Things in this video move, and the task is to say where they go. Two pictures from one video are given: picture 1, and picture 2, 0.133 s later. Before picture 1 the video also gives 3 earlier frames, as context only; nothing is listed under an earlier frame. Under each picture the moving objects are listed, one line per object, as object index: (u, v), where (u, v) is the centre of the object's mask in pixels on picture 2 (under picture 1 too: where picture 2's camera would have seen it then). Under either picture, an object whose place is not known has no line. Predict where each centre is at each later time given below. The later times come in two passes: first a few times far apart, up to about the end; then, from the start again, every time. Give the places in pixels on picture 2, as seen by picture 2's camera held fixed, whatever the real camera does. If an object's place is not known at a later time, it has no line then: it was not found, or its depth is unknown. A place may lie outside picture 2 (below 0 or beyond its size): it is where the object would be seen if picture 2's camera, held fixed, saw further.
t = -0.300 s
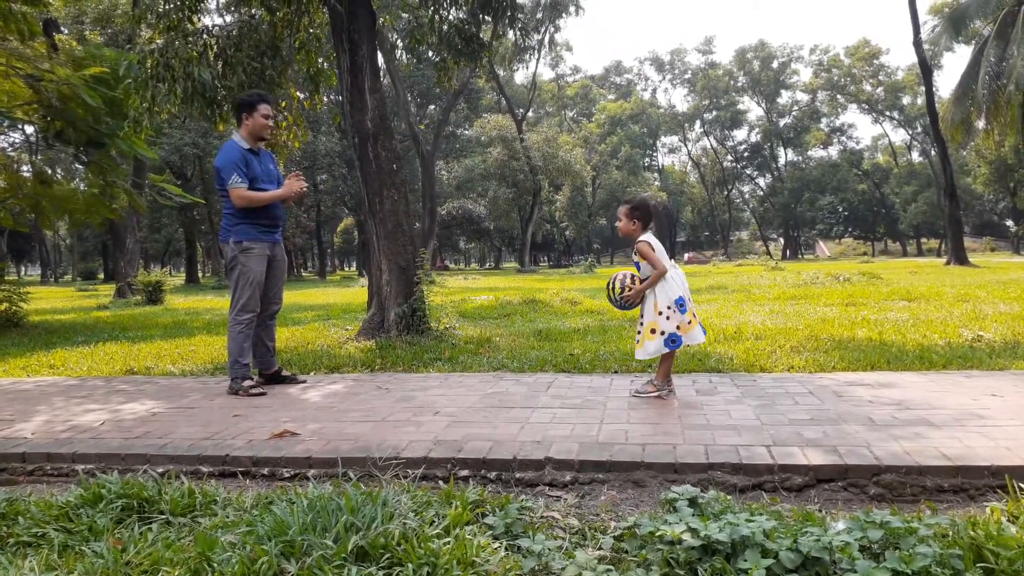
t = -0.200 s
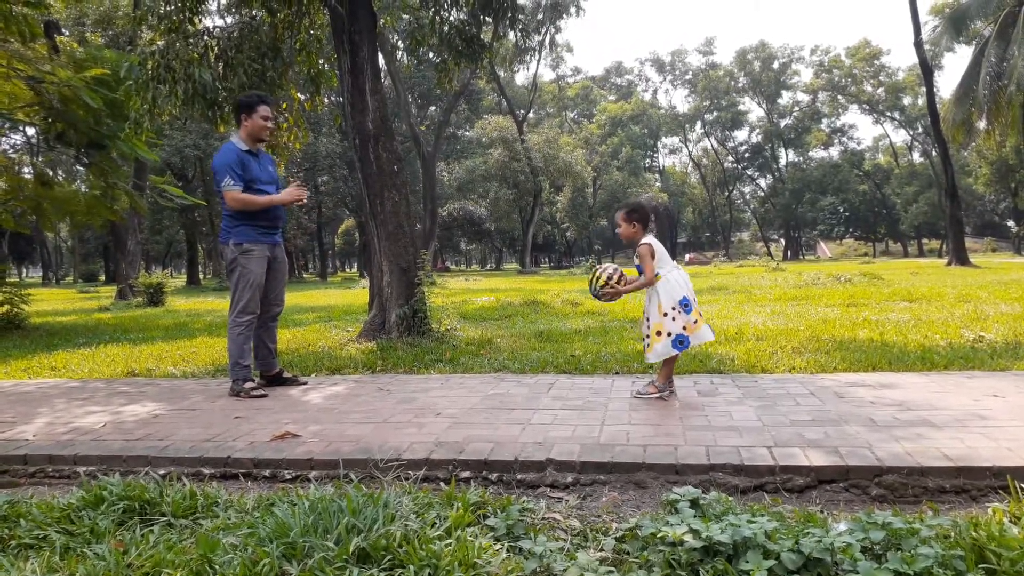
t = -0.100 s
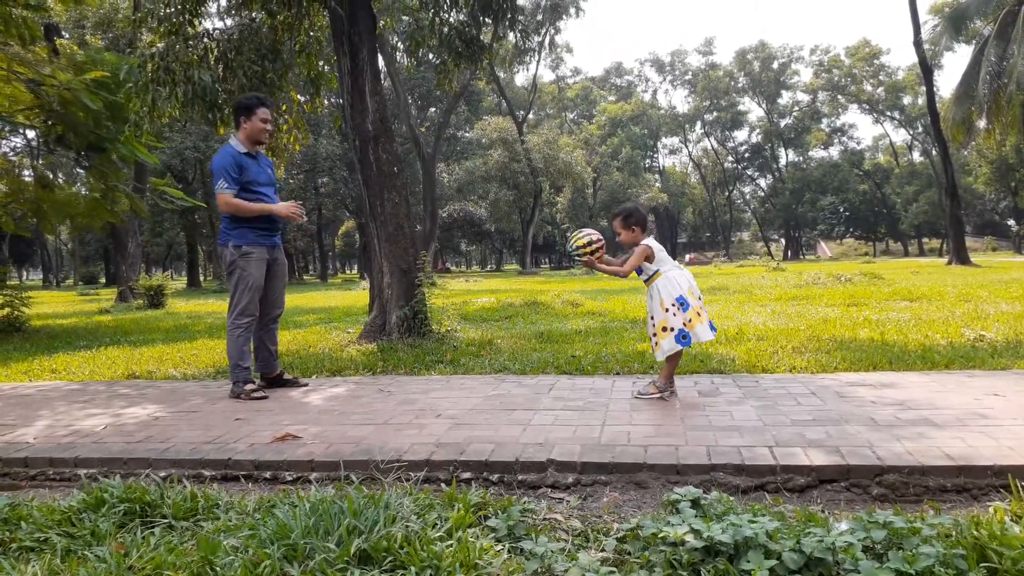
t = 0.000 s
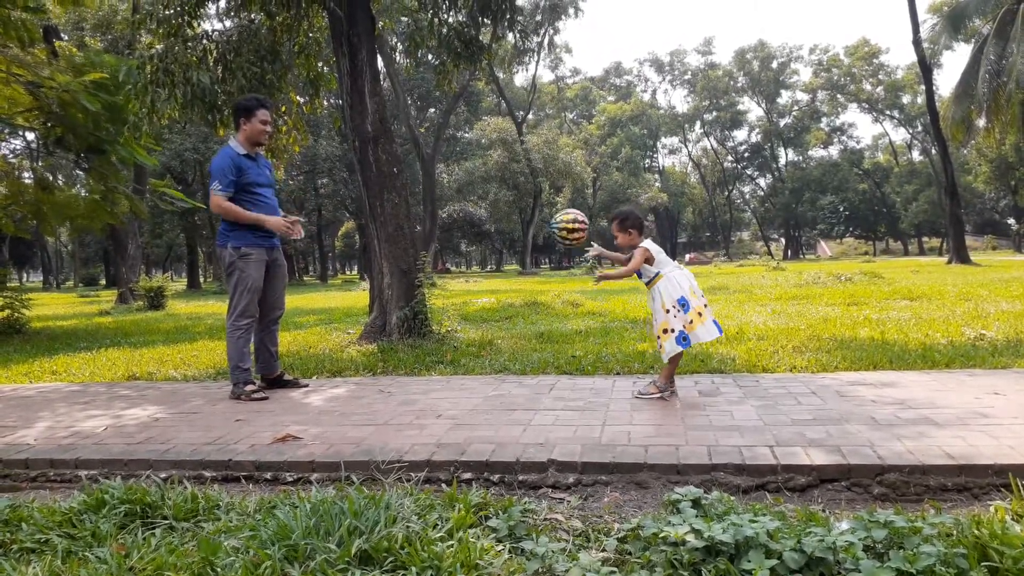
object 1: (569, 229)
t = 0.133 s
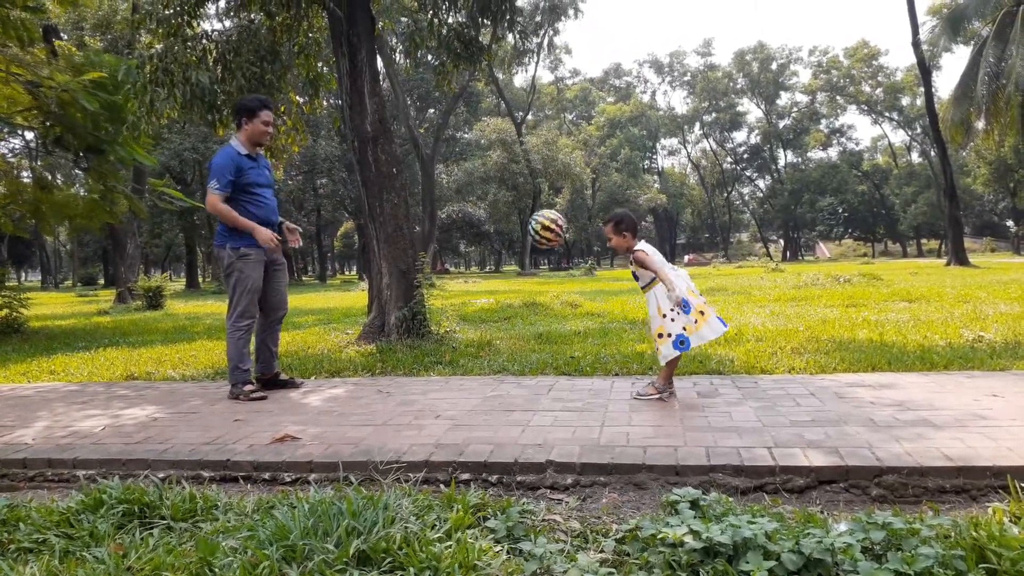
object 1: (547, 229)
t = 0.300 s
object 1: (520, 272)
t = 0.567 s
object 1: (491, 356)
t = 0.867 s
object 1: (466, 295)
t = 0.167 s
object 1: (541, 233)
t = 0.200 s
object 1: (536, 240)
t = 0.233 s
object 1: (530, 249)
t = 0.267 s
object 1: (526, 259)
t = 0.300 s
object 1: (520, 272)
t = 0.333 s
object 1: (515, 287)
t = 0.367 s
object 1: (511, 304)
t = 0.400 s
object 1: (506, 322)
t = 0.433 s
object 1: (502, 342)
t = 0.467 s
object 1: (498, 364)
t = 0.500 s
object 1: (495, 387)
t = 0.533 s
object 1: (493, 372)
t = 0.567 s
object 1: (491, 356)
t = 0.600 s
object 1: (488, 341)
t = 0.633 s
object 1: (485, 329)
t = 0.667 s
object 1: (482, 318)
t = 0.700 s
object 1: (480, 309)
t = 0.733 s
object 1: (477, 303)
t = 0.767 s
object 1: (474, 298)
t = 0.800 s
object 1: (471, 295)
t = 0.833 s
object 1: (469, 294)
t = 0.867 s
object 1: (466, 295)
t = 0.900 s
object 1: (462, 298)
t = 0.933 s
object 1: (460, 303)
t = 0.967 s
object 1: (457, 311)
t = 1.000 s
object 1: (454, 321)
